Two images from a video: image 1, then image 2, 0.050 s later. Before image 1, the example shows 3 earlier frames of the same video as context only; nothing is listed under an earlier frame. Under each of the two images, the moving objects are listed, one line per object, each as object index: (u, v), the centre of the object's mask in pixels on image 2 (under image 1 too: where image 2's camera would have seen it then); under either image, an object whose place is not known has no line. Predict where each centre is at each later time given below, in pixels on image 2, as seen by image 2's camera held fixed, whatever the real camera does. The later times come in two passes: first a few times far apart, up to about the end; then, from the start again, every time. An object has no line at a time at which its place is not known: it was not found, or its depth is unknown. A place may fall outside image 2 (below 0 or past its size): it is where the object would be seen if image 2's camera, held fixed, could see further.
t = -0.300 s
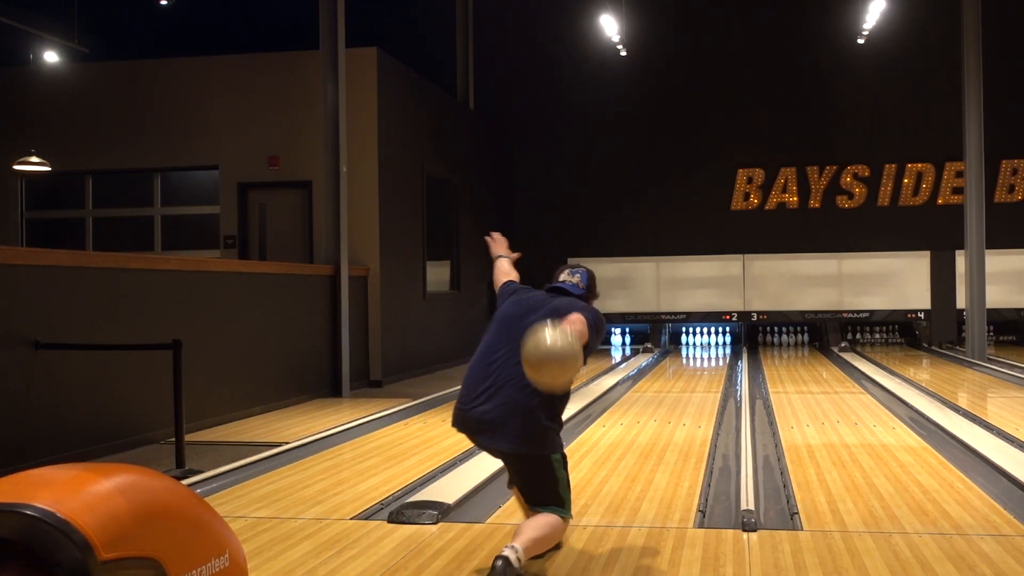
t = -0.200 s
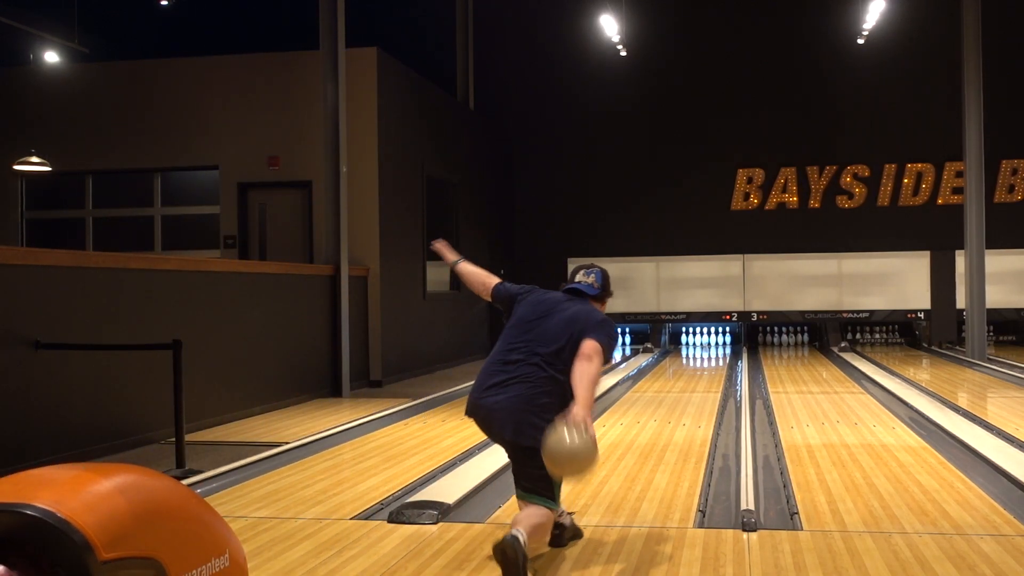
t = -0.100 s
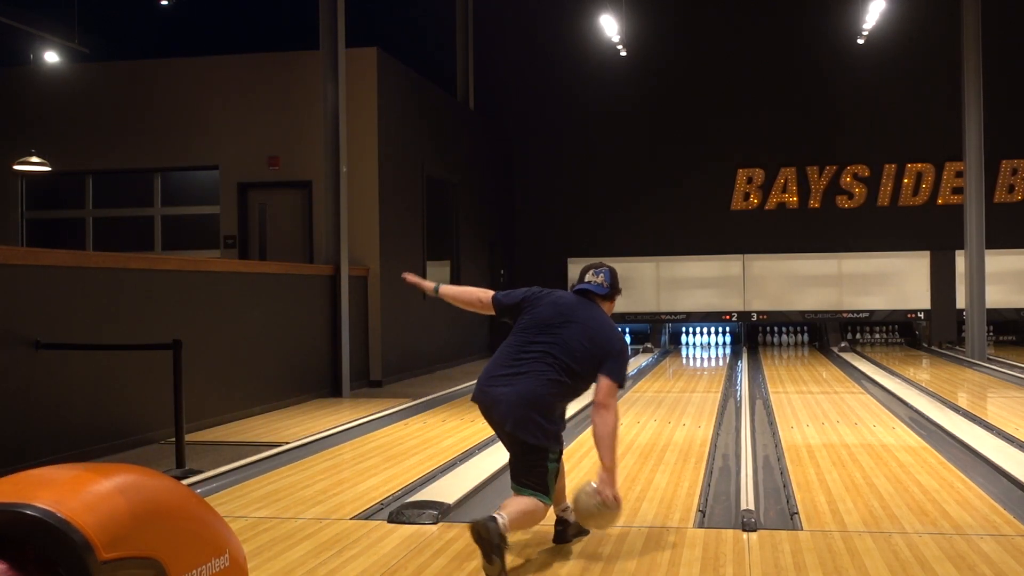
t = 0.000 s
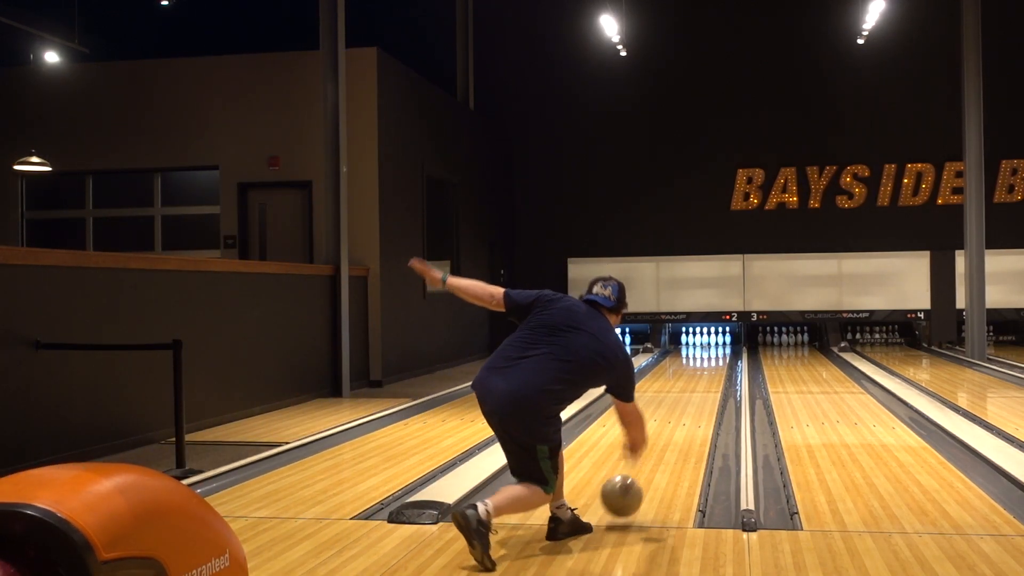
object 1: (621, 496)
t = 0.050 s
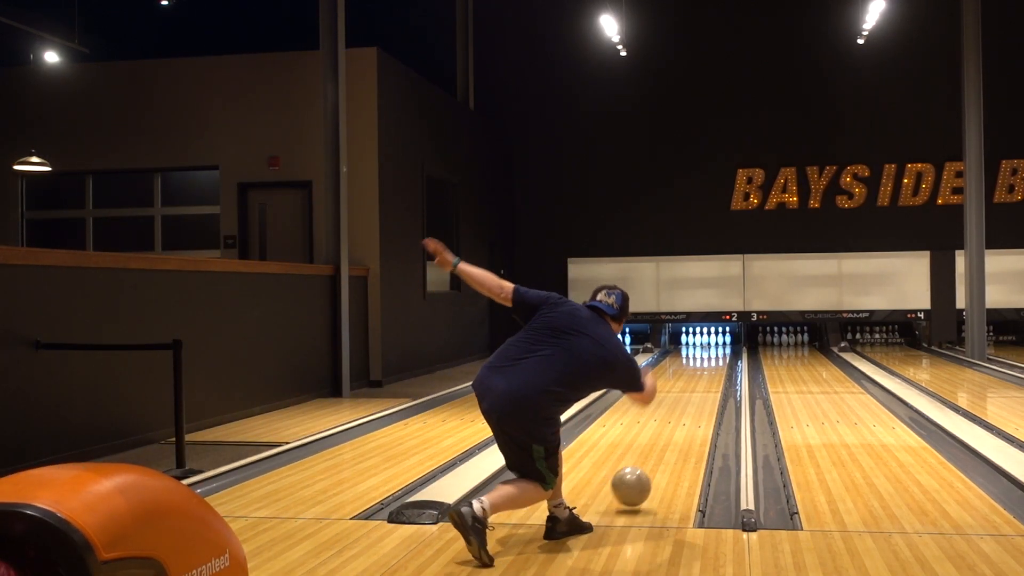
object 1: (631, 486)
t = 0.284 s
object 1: (663, 446)
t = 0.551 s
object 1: (685, 414)
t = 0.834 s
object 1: (699, 392)
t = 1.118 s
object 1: (707, 377)
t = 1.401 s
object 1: (713, 366)
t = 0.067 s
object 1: (634, 484)
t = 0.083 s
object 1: (637, 483)
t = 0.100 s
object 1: (640, 479)
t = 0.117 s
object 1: (642, 475)
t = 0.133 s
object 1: (645, 472)
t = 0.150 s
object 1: (647, 469)
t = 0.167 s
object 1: (649, 465)
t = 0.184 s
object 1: (652, 462)
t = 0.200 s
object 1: (654, 459)
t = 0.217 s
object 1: (656, 456)
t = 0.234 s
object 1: (658, 454)
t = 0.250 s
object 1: (660, 451)
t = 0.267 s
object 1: (661, 449)
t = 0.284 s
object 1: (663, 446)
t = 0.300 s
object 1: (665, 443)
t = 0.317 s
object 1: (667, 441)
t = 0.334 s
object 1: (668, 439)
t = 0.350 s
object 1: (670, 437)
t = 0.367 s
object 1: (671, 434)
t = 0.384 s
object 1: (673, 432)
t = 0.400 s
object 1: (674, 430)
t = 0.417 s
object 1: (675, 428)
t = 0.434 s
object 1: (677, 426)
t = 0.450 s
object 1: (678, 424)
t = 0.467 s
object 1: (679, 423)
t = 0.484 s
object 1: (680, 421)
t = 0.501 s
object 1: (682, 419)
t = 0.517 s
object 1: (683, 417)
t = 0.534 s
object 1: (684, 416)
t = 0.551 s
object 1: (685, 414)
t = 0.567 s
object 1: (686, 413)
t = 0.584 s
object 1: (687, 411)
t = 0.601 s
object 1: (688, 410)
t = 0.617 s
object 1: (689, 408)
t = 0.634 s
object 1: (690, 407)
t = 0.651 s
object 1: (691, 406)
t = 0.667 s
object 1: (691, 404)
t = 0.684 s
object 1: (692, 403)
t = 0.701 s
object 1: (693, 401)
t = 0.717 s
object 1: (694, 400)
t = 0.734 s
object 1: (695, 399)
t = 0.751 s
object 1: (695, 398)
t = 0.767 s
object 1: (696, 397)
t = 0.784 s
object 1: (697, 395)
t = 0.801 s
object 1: (697, 394)
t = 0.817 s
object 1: (698, 393)
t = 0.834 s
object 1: (699, 392)
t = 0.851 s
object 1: (699, 391)
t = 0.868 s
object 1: (700, 390)
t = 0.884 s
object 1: (701, 389)
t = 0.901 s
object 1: (701, 388)
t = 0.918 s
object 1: (701, 387)
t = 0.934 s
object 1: (702, 386)
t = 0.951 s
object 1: (703, 385)
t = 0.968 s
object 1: (703, 384)
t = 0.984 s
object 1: (704, 383)
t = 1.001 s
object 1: (704, 382)
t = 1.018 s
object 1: (705, 382)
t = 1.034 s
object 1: (705, 381)
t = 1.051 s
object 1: (706, 380)
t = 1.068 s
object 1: (706, 379)
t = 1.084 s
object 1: (706, 378)
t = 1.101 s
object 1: (707, 377)
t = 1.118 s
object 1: (707, 377)
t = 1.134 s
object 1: (708, 376)
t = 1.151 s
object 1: (708, 375)
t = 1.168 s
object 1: (708, 375)
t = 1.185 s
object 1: (709, 374)
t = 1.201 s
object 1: (709, 373)
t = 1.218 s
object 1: (709, 373)
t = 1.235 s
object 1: (710, 372)
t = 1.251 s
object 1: (710, 372)
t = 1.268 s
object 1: (710, 371)
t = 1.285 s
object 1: (711, 370)
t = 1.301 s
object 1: (710, 369)
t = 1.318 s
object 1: (711, 369)
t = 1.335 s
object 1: (711, 368)
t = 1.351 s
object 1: (711, 367)
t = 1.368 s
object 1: (712, 367)
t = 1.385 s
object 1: (712, 366)
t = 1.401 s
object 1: (713, 366)
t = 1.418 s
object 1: (713, 365)
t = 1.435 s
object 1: (714, 365)
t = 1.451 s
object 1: (713, 364)
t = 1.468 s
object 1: (714, 364)
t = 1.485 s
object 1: (714, 363)
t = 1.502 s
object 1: (714, 362)
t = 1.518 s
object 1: (714, 362)
